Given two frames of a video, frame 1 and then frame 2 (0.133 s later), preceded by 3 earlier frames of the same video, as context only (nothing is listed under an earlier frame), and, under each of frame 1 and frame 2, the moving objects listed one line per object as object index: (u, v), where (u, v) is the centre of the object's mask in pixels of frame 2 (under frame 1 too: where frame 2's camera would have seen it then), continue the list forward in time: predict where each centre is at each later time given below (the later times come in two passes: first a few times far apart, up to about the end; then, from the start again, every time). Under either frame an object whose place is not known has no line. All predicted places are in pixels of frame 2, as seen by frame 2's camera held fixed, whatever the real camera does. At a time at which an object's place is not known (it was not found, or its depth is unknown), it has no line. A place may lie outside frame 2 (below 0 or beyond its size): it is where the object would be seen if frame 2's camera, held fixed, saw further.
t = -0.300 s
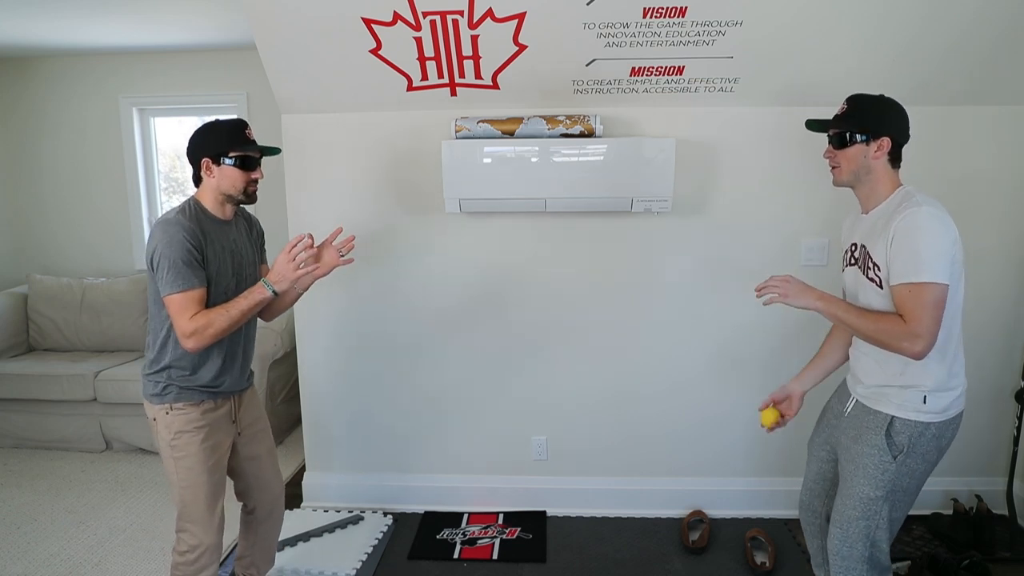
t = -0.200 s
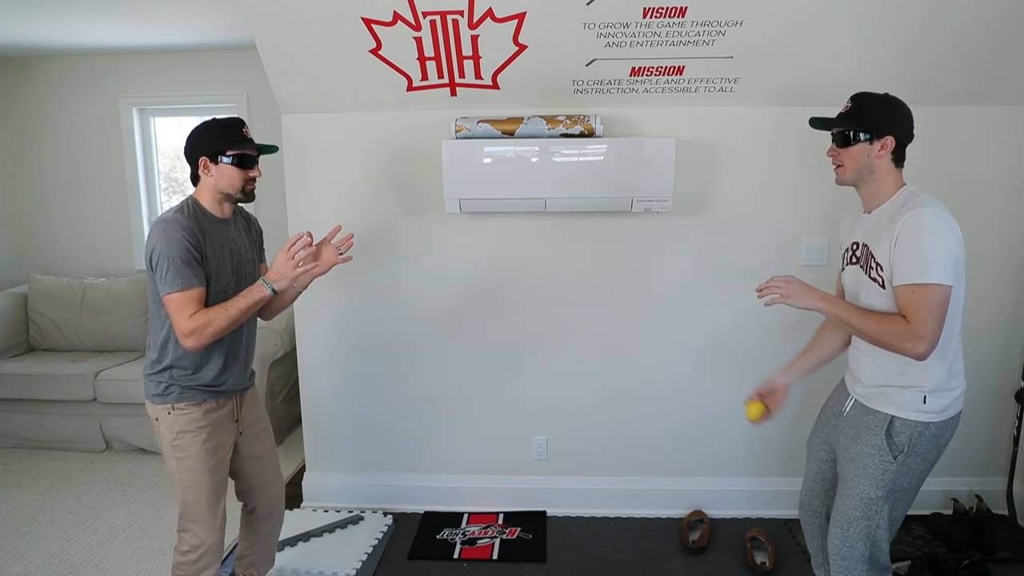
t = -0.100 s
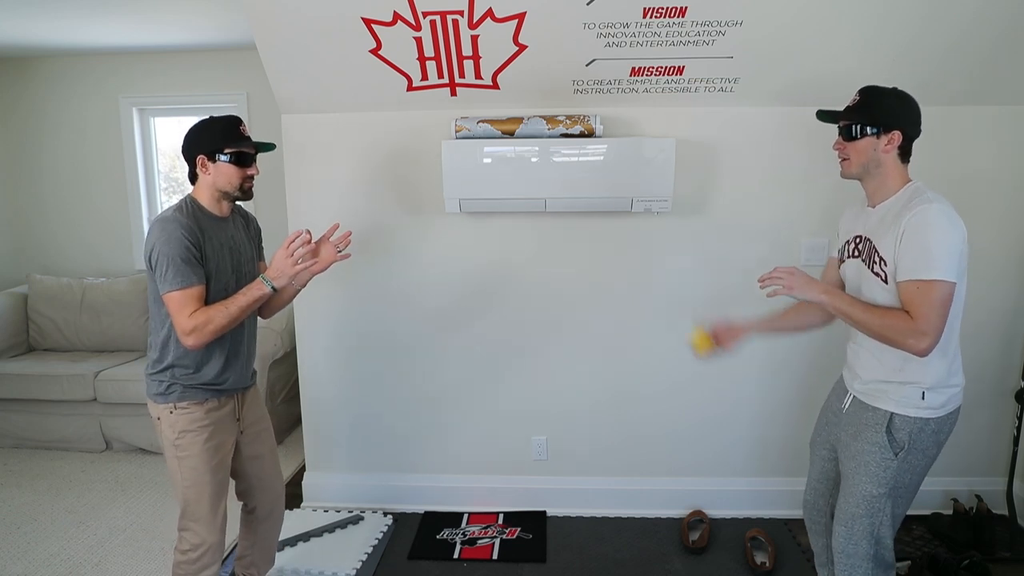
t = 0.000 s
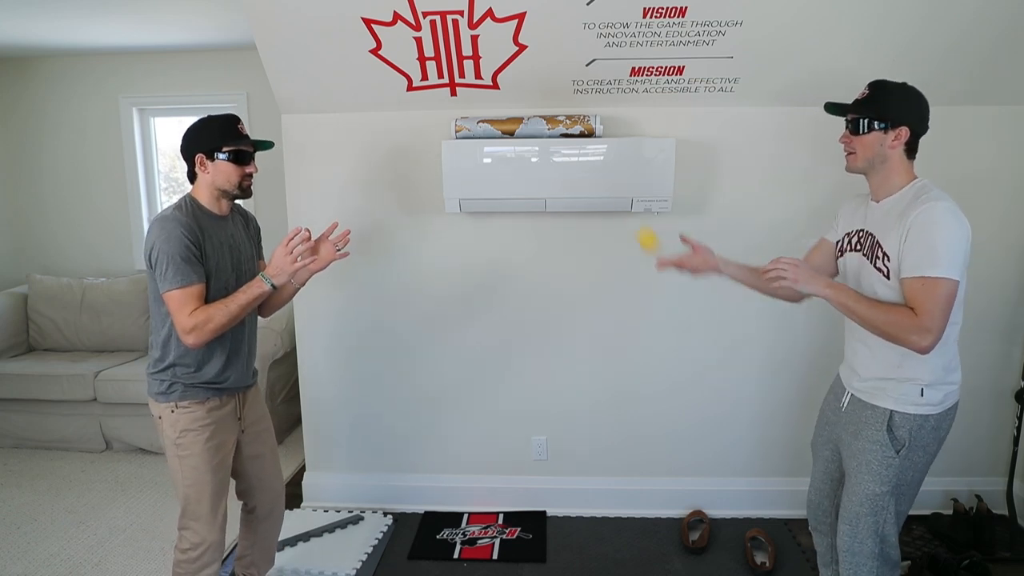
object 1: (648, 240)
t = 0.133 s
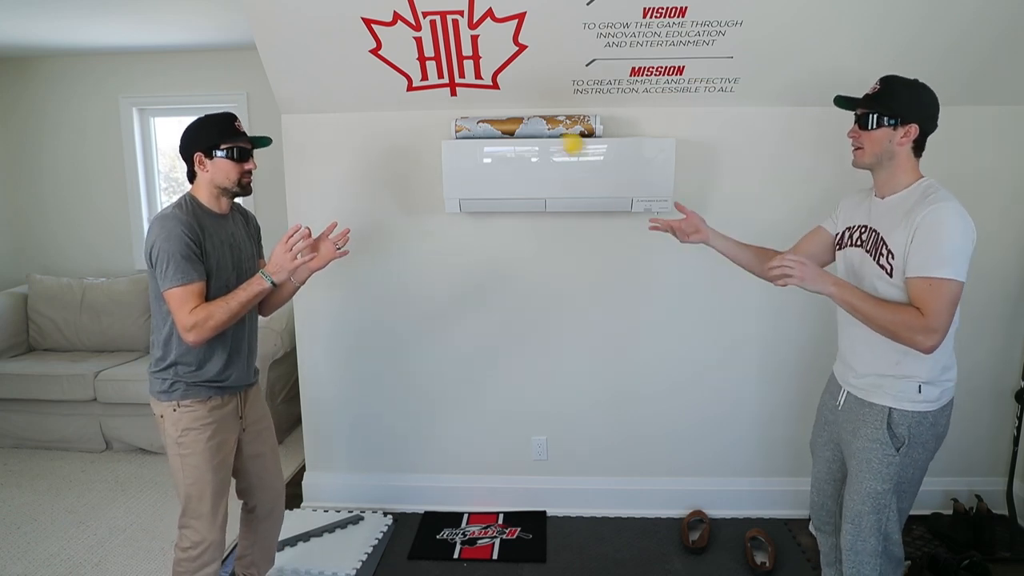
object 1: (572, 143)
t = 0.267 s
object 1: (496, 106)
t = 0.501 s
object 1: (362, 186)
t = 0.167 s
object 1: (553, 128)
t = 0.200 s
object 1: (534, 118)
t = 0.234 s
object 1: (515, 110)
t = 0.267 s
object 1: (496, 106)
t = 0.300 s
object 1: (476, 105)
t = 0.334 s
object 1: (456, 109)
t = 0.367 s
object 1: (437, 117)
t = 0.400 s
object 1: (418, 129)
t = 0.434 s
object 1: (399, 144)
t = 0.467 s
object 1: (380, 163)
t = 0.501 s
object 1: (362, 186)
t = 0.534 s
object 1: (345, 212)
